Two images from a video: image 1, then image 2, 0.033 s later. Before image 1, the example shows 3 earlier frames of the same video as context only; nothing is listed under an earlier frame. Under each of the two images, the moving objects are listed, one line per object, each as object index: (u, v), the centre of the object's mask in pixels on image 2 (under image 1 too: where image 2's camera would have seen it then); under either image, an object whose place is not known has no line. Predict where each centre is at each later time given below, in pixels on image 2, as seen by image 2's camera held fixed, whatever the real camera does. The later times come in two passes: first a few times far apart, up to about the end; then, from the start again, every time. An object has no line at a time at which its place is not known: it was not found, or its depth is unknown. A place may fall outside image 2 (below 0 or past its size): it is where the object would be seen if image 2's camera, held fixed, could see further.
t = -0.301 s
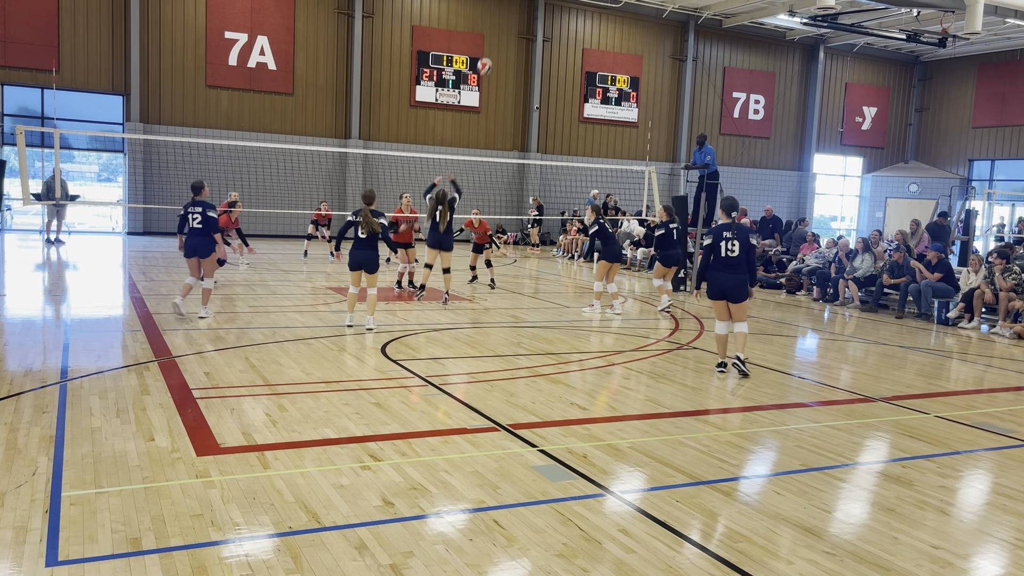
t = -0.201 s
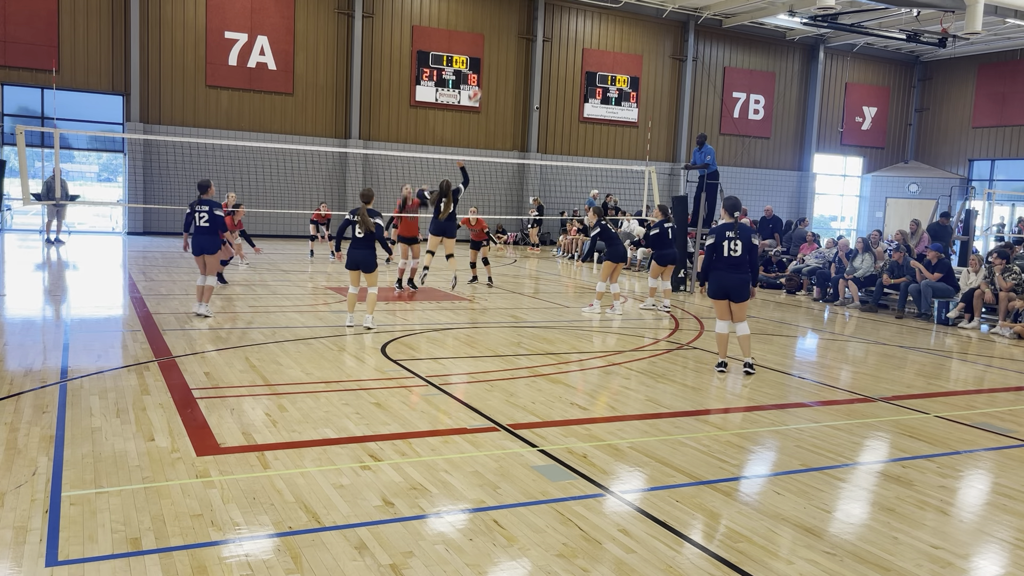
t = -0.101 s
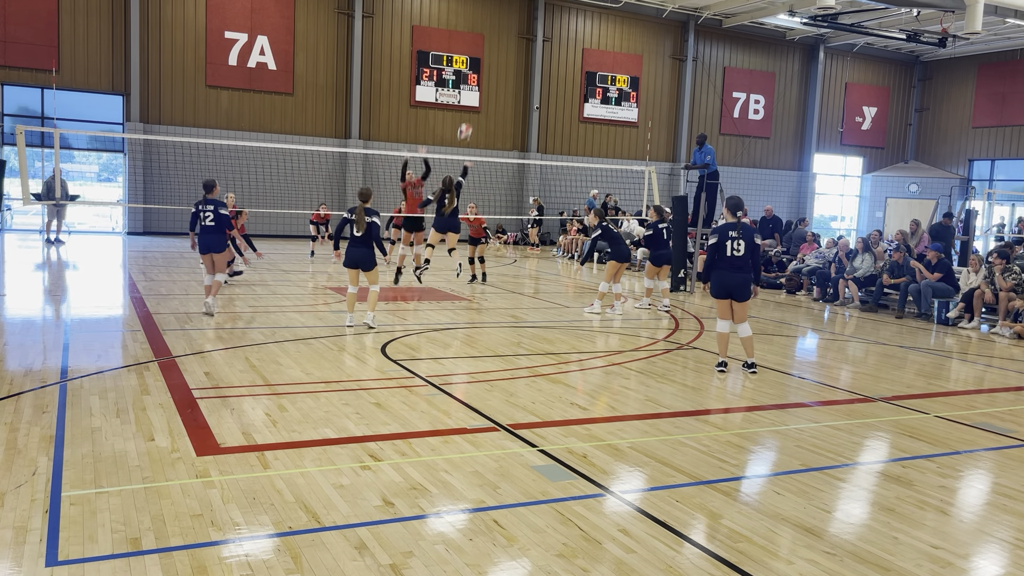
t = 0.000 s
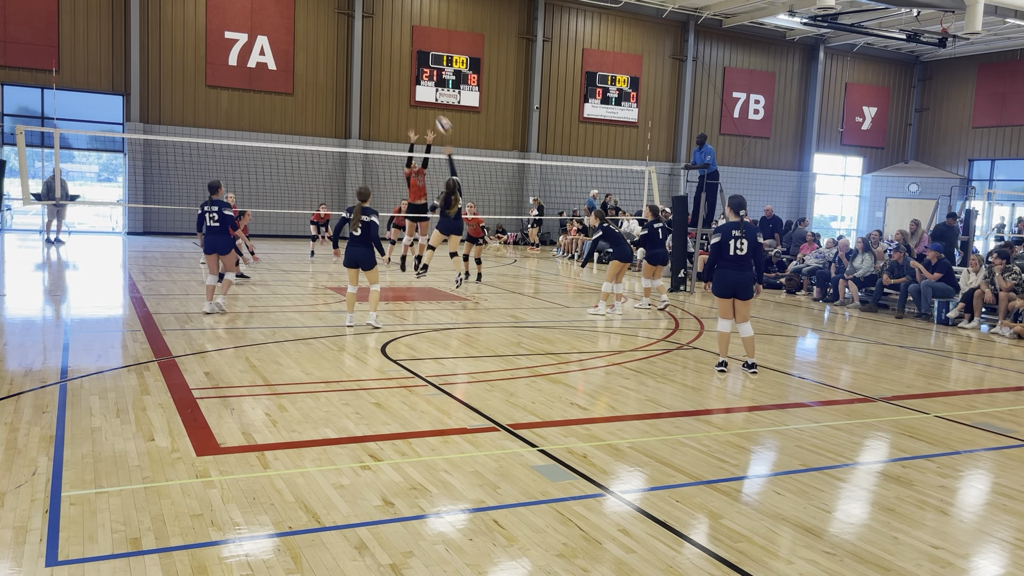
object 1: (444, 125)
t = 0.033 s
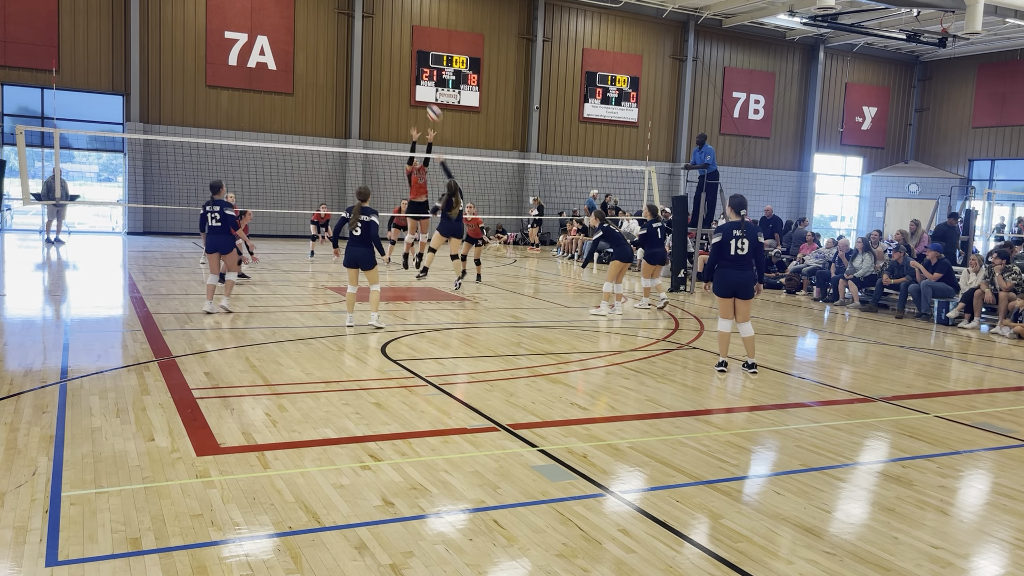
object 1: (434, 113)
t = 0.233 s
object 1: (381, 61)
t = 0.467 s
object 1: (329, 39)
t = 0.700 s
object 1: (286, 50)
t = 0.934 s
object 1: (250, 86)
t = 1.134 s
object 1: (223, 132)
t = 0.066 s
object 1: (424, 104)
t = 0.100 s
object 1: (414, 92)
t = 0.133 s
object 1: (406, 83)
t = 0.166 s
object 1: (397, 74)
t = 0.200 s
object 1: (389, 67)
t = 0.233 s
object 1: (381, 61)
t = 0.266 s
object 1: (373, 55)
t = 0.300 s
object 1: (365, 51)
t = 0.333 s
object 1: (358, 47)
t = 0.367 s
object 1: (350, 44)
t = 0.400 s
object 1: (343, 41)
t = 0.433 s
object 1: (336, 40)
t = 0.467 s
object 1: (329, 39)
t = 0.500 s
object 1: (323, 39)
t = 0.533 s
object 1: (316, 39)
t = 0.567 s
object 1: (310, 40)
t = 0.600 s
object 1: (304, 42)
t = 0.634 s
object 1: (298, 44)
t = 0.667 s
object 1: (292, 47)
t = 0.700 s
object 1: (286, 50)
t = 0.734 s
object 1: (281, 53)
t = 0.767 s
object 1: (276, 57)
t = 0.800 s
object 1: (270, 63)
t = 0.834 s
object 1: (264, 69)
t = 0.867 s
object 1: (260, 74)
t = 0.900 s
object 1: (255, 80)
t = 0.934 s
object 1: (250, 86)
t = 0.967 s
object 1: (246, 93)
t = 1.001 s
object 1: (241, 100)
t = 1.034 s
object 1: (236, 108)
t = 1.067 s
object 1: (231, 116)
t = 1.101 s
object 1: (227, 124)
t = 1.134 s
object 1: (223, 132)
